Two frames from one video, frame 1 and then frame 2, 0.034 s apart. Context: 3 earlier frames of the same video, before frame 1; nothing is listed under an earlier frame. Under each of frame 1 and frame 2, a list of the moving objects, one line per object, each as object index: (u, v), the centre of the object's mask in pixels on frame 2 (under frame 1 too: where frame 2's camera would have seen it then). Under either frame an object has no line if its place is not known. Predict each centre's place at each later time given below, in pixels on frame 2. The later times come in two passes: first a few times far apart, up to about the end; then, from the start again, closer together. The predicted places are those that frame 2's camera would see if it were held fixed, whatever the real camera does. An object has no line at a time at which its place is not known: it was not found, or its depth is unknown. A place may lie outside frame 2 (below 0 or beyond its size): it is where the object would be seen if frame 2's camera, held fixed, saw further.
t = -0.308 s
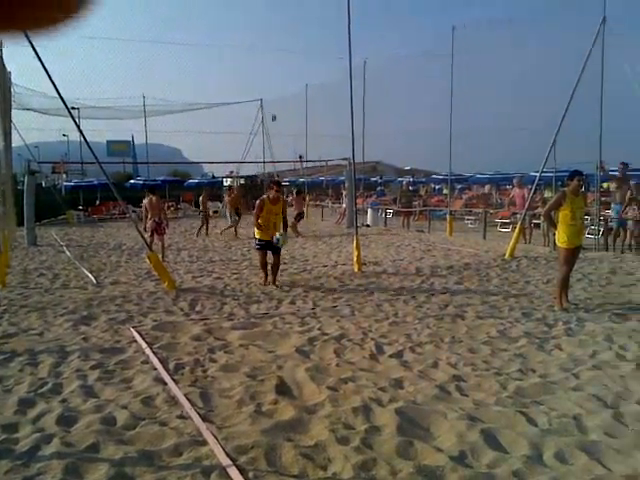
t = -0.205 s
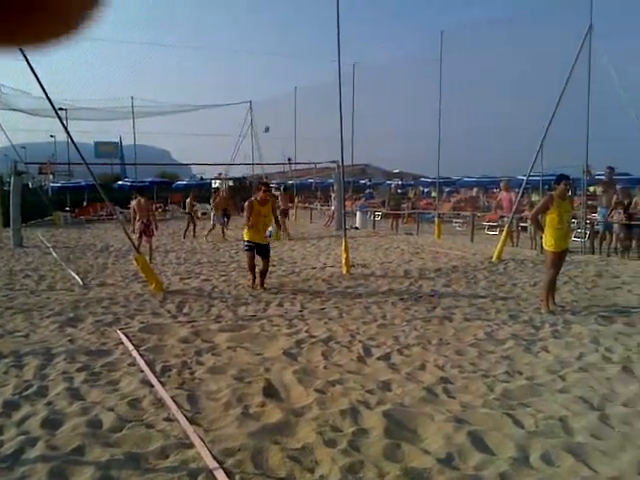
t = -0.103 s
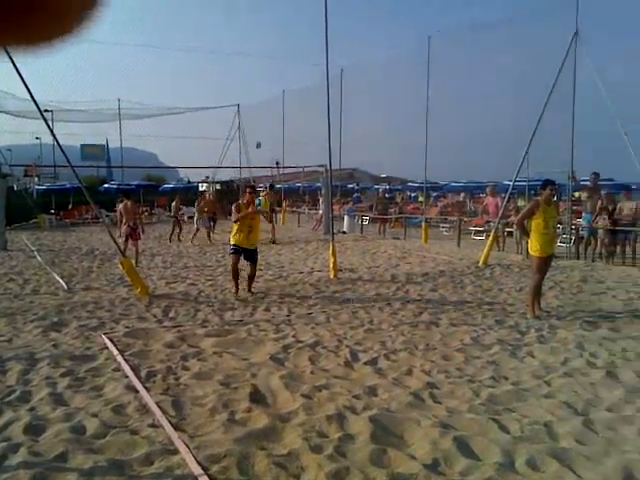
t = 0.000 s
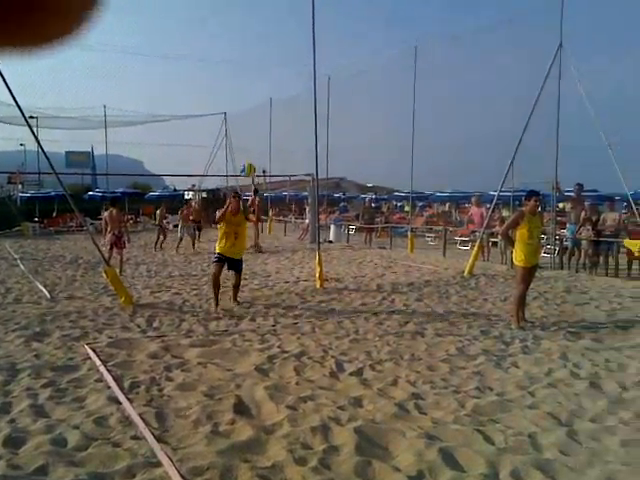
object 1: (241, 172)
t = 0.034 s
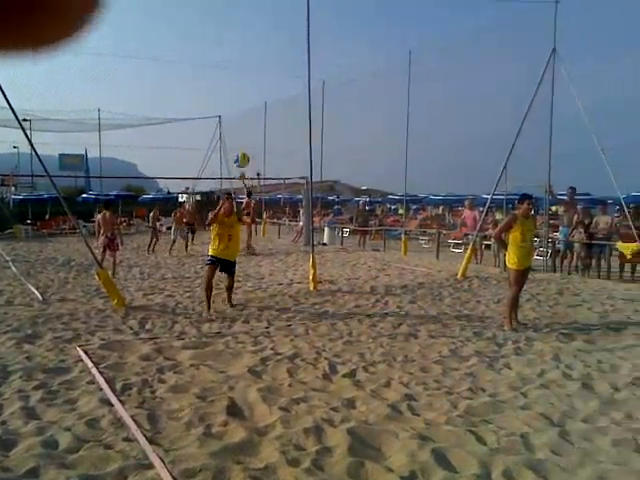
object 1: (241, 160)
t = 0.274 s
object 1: (237, 84)
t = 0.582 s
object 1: (236, 62)
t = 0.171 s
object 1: (239, 106)
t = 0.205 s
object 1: (238, 98)
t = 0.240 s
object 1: (238, 90)
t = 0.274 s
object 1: (237, 84)
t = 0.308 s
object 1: (237, 78)
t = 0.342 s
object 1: (237, 73)
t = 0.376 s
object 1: (236, 69)
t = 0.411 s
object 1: (235, 67)
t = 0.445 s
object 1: (235, 64)
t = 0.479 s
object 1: (235, 62)
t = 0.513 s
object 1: (235, 61)
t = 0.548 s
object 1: (235, 62)
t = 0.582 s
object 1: (236, 62)
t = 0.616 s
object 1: (236, 64)
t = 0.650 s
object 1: (237, 66)
